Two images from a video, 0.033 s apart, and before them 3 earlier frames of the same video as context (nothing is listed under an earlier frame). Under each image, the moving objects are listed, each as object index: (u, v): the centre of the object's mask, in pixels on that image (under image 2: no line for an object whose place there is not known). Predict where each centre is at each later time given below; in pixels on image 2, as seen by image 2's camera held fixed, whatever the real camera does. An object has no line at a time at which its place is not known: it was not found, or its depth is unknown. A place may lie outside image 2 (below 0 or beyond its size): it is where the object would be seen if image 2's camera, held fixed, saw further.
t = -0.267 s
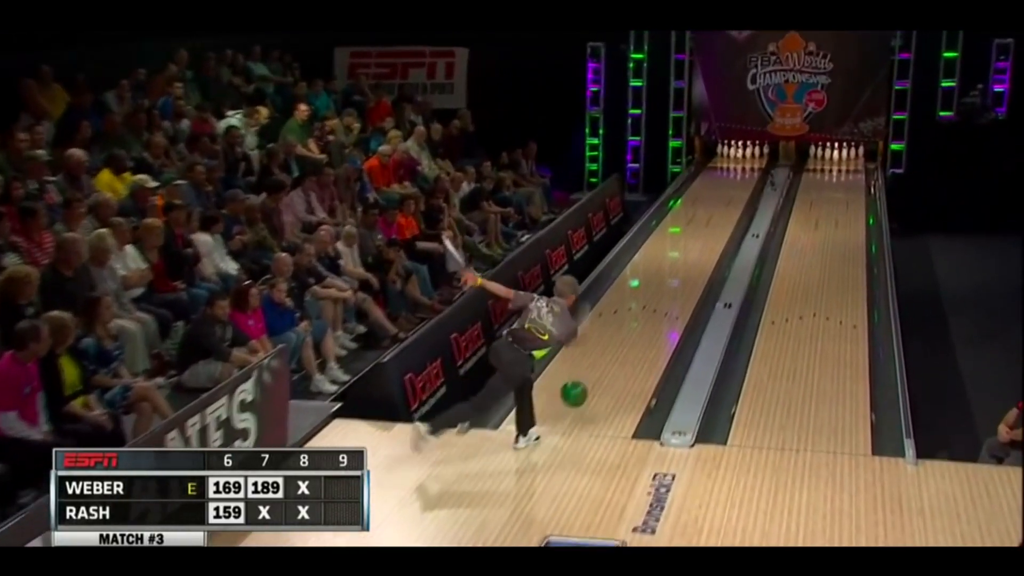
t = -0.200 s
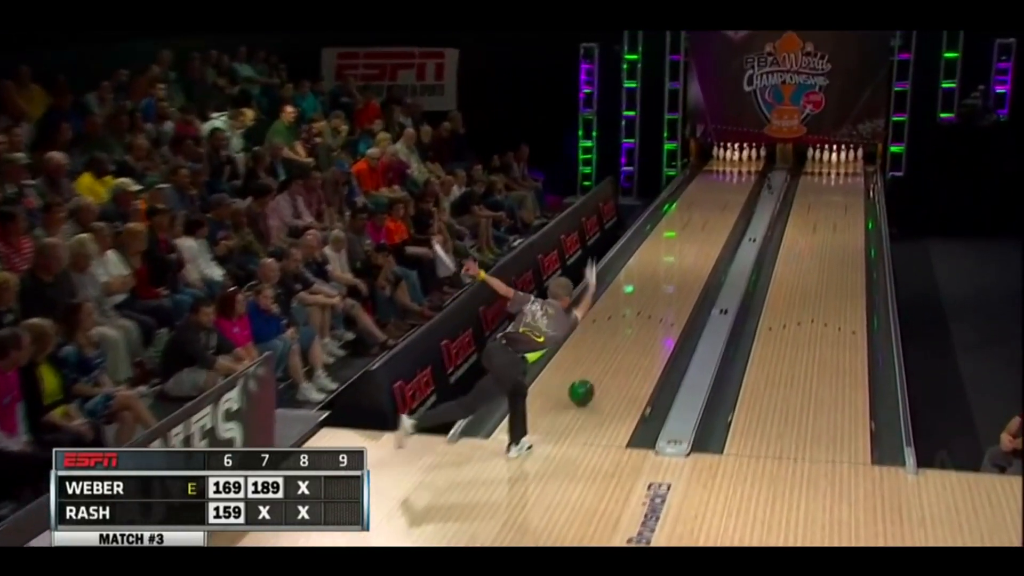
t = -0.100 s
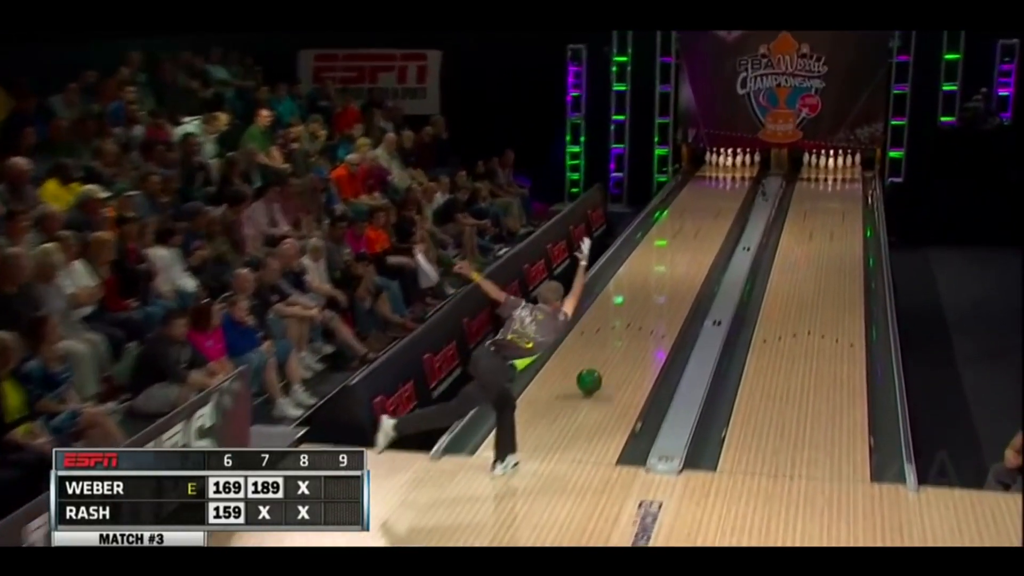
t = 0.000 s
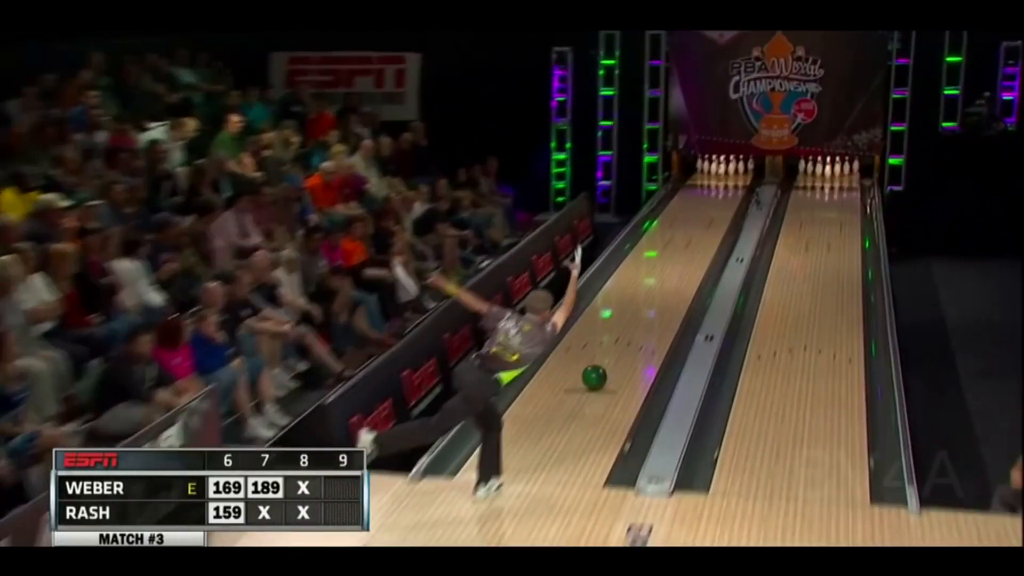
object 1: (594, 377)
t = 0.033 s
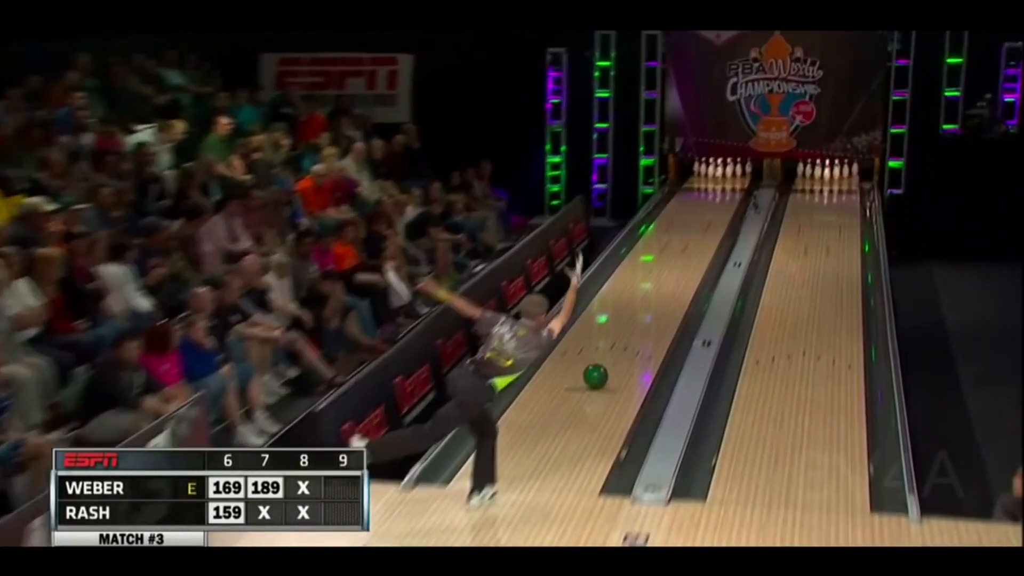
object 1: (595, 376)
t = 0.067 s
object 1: (601, 369)
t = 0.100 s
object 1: (606, 362)
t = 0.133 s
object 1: (611, 356)
